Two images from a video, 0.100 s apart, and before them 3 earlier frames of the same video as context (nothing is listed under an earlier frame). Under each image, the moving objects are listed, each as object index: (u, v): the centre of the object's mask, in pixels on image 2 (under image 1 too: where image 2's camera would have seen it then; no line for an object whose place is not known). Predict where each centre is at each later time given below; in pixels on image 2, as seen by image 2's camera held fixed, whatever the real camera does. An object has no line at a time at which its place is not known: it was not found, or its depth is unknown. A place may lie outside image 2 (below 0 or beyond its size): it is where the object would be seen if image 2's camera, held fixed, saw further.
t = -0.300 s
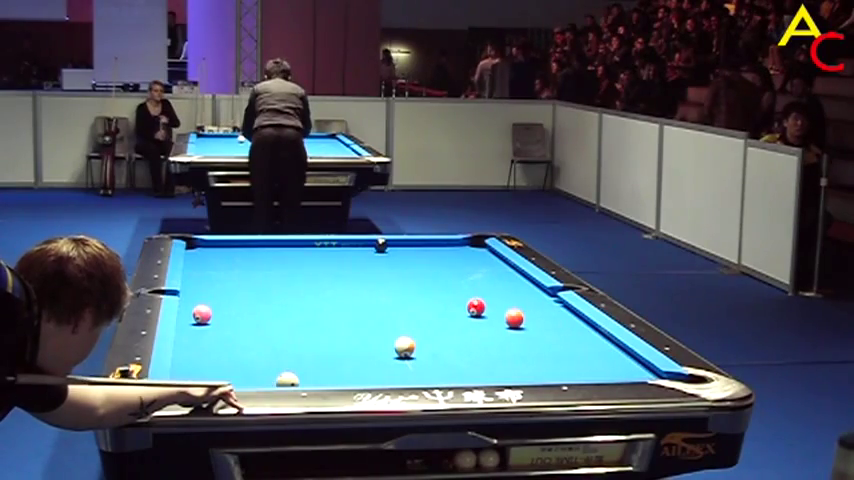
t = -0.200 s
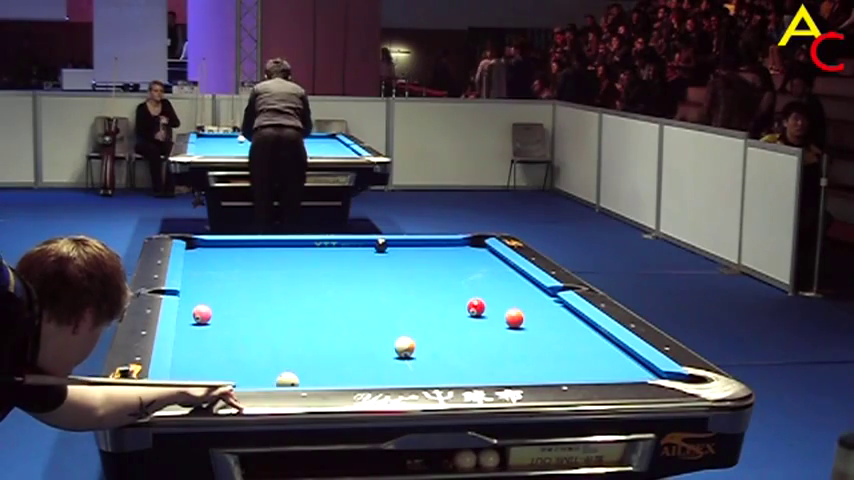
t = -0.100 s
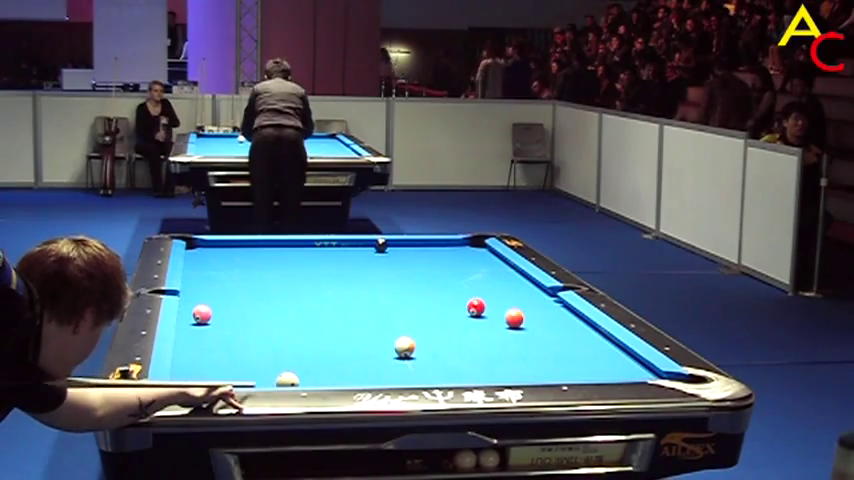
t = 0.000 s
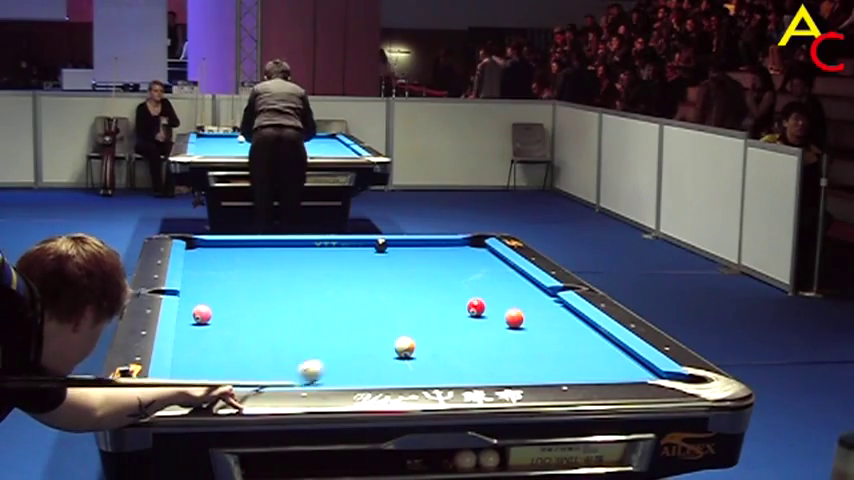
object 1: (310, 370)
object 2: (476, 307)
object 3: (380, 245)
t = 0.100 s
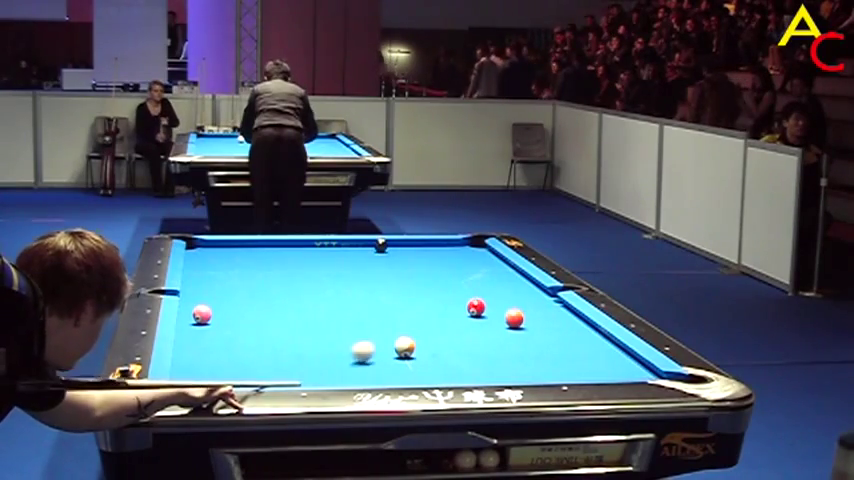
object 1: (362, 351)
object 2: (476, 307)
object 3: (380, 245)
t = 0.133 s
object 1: (377, 345)
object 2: (476, 307)
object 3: (380, 245)
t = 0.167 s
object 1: (390, 338)
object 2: (476, 307)
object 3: (380, 245)
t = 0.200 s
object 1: (404, 330)
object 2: (476, 307)
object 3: (380, 245)
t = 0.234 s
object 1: (416, 329)
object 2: (476, 307)
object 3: (380, 245)
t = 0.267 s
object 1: (426, 324)
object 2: (476, 307)
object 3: (380, 245)
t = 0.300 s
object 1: (436, 320)
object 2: (476, 307)
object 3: (380, 245)
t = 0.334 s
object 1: (445, 315)
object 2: (476, 307)
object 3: (380, 245)
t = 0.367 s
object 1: (454, 312)
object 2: (475, 307)
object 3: (380, 245)
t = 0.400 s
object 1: (461, 308)
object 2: (478, 307)
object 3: (380, 245)
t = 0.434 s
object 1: (455, 306)
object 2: (491, 305)
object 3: (380, 245)
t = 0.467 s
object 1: (450, 305)
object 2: (504, 303)
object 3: (380, 245)
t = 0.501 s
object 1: (446, 302)
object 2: (517, 301)
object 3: (380, 245)
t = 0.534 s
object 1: (442, 301)
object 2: (528, 300)
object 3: (380, 245)
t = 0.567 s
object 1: (439, 299)
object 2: (539, 298)
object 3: (380, 245)
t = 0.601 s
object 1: (437, 297)
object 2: (550, 297)
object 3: (380, 245)
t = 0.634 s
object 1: (435, 295)
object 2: (545, 296)
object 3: (380, 245)
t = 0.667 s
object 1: (433, 293)
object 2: (537, 295)
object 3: (380, 245)
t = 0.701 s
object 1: (431, 291)
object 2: (529, 295)
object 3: (380, 245)
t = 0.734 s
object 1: (429, 288)
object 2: (522, 295)
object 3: (380, 245)
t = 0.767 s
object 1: (427, 287)
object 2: (516, 294)
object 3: (380, 245)
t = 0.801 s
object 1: (425, 285)
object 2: (509, 294)
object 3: (380, 245)
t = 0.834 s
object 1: (424, 283)
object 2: (503, 293)
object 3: (380, 245)
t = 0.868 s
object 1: (422, 281)
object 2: (497, 293)
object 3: (380, 245)
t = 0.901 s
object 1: (420, 280)
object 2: (491, 292)
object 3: (380, 245)
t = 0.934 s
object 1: (419, 278)
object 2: (485, 291)
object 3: (380, 245)
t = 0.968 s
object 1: (417, 276)
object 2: (478, 291)
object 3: (380, 245)
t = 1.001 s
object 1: (415, 275)
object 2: (472, 291)
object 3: (380, 245)
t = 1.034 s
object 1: (414, 273)
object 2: (466, 290)
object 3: (380, 245)
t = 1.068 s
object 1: (412, 271)
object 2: (460, 289)
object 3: (380, 245)
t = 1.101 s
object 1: (410, 270)
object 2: (454, 289)
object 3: (380, 245)
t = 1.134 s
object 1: (409, 268)
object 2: (448, 289)
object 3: (380, 245)
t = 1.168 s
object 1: (408, 267)
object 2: (442, 289)
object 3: (380, 245)
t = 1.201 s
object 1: (406, 265)
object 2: (436, 288)
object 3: (380, 245)
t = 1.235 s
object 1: (405, 264)
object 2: (431, 287)
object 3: (380, 245)
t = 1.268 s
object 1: (403, 262)
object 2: (425, 287)
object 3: (380, 245)
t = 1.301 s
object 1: (402, 261)
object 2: (419, 286)
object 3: (380, 245)
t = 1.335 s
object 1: (400, 260)
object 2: (413, 286)
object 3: (380, 245)
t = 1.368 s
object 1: (399, 258)
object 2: (408, 286)
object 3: (380, 245)
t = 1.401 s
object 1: (398, 257)
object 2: (402, 285)
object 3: (380, 245)
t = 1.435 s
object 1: (396, 255)
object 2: (397, 284)
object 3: (380, 245)
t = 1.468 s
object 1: (395, 254)
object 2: (391, 284)
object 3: (380, 245)
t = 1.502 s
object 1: (393, 252)
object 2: (386, 284)
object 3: (381, 245)
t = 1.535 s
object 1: (392, 252)
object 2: (380, 283)
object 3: (380, 245)
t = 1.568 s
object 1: (391, 250)
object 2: (375, 283)
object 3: (380, 245)
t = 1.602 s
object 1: (390, 249)
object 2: (369, 283)
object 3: (380, 244)
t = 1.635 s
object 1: (389, 248)
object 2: (364, 282)
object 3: (379, 244)
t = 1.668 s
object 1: (388, 247)
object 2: (359, 282)
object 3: (379, 244)
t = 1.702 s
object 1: (389, 247)
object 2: (353, 281)
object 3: (378, 244)
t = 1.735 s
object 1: (391, 246)
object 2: (348, 281)
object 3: (375, 244)
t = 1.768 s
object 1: (393, 246)
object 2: (343, 280)
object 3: (372, 242)
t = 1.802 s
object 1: (394, 245)
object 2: (338, 280)
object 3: (369, 242)
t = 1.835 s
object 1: (395, 245)
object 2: (333, 279)
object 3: (367, 241)
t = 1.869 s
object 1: (397, 244)
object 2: (328, 279)
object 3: (366, 241)
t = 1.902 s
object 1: (398, 244)
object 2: (323, 279)
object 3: (366, 241)
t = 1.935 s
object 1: (400, 244)
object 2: (318, 279)
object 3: (365, 242)
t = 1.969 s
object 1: (401, 243)
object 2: (313, 278)
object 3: (364, 242)
